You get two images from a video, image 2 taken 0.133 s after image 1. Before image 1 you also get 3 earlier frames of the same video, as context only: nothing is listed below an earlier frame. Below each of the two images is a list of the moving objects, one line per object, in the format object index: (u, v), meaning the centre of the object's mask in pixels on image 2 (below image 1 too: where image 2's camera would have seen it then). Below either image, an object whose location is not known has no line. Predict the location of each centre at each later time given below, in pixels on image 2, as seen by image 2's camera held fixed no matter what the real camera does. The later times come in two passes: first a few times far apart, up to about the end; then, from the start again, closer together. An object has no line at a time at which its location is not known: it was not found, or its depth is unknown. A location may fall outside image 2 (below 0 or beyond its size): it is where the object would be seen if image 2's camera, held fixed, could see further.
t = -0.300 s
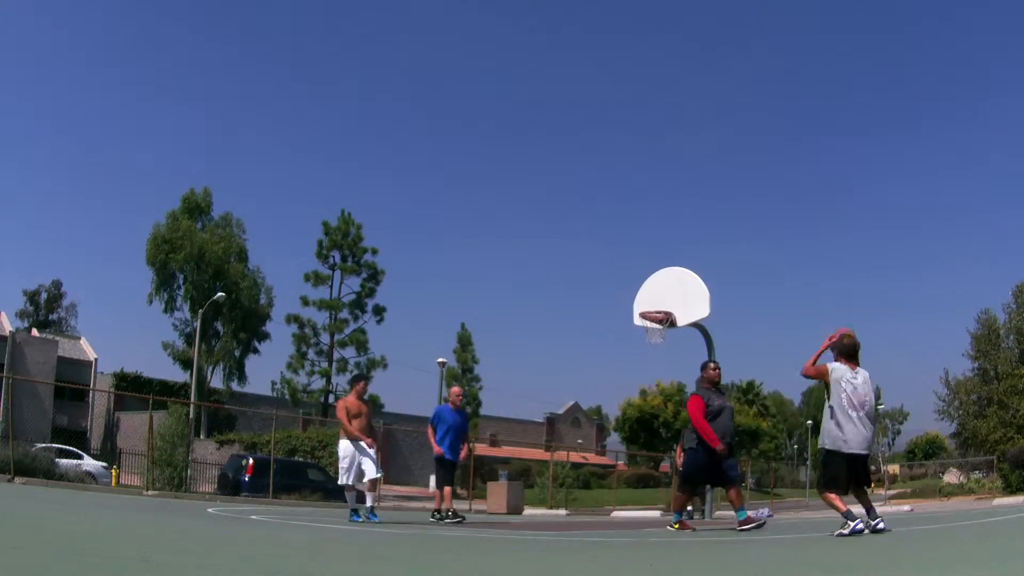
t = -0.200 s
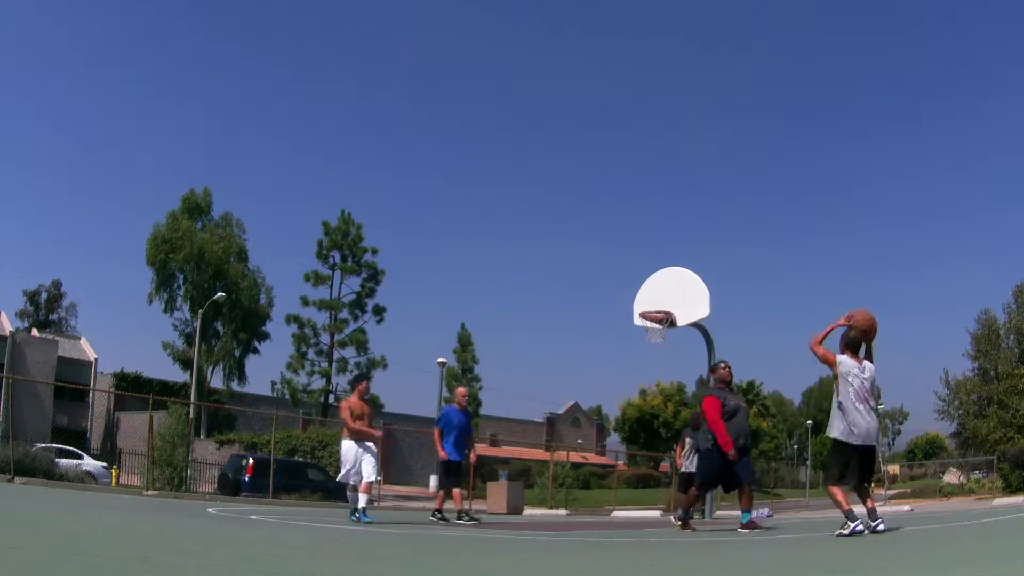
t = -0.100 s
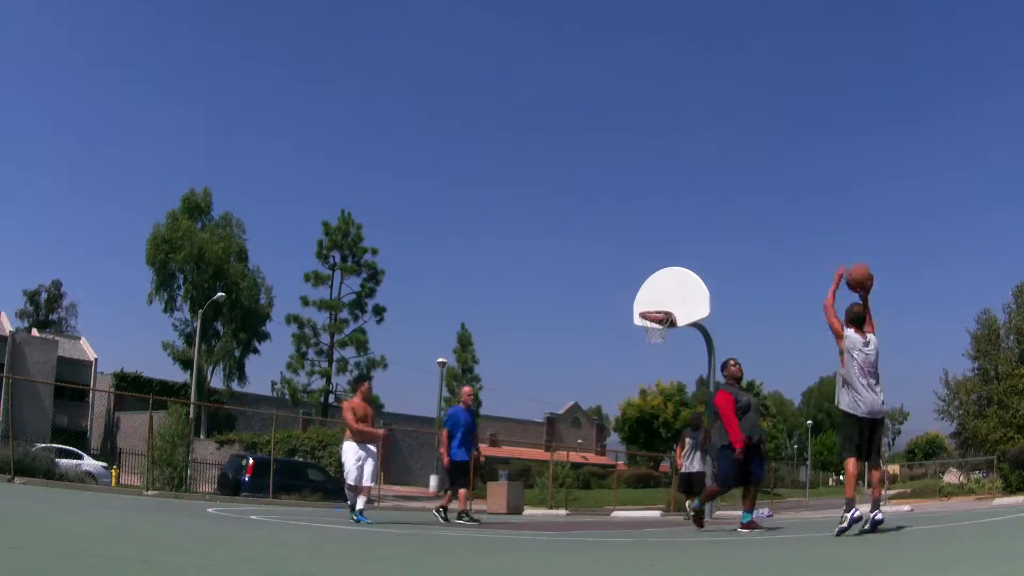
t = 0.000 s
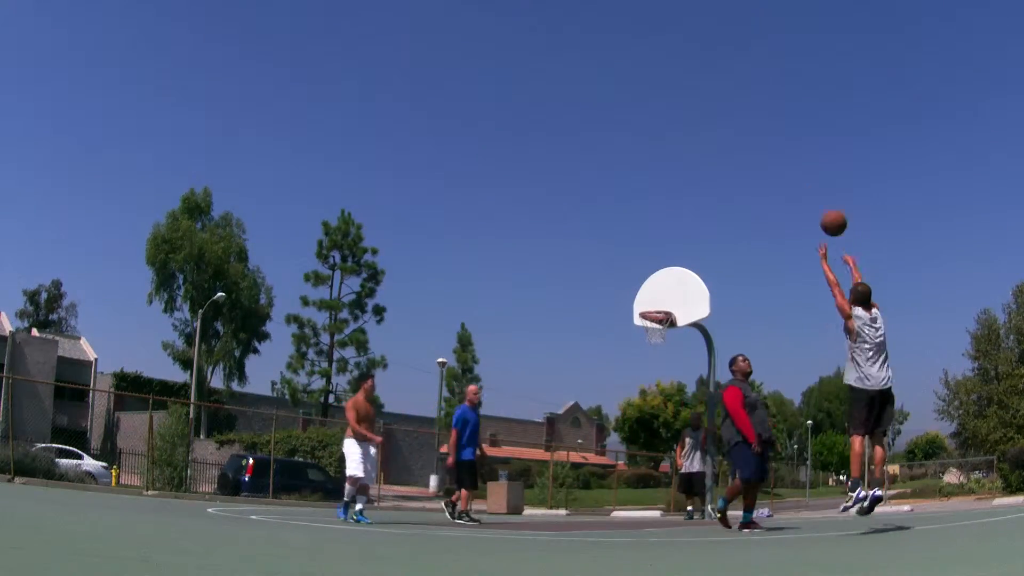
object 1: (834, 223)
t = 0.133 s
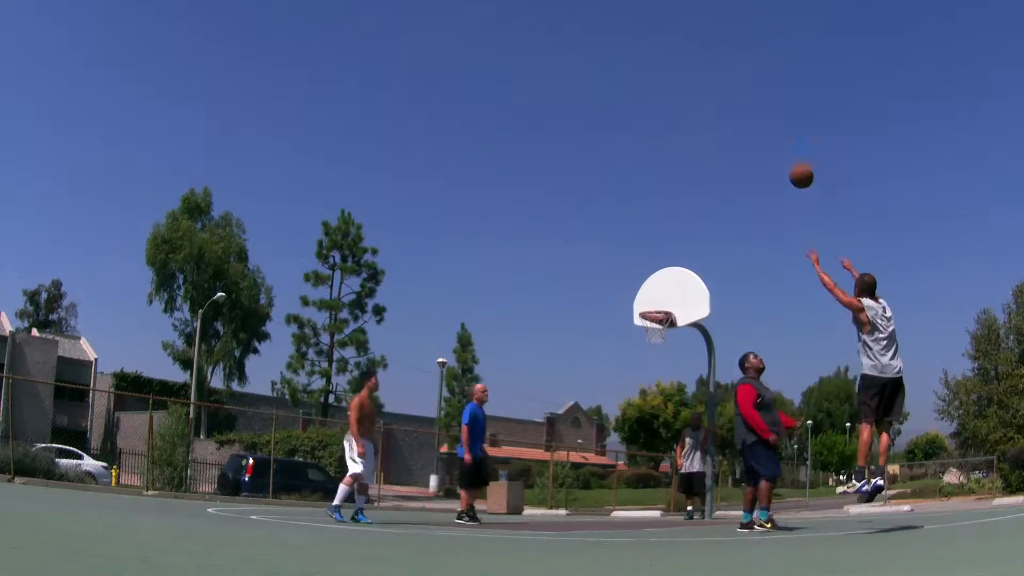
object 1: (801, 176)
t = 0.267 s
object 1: (775, 152)
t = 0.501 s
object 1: (738, 151)
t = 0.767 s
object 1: (707, 197)
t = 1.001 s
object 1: (684, 271)
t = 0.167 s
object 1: (794, 168)
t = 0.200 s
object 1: (787, 161)
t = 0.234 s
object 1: (781, 156)
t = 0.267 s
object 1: (775, 152)
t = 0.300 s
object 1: (769, 149)
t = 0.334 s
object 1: (763, 147)
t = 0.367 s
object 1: (758, 146)
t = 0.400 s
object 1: (752, 146)
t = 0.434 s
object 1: (747, 146)
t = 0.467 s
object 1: (743, 148)
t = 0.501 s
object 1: (738, 151)
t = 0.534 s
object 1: (734, 154)
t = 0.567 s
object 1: (730, 158)
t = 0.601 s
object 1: (726, 163)
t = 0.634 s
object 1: (722, 168)
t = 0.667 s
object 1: (718, 175)
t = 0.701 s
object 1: (715, 181)
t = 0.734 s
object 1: (711, 189)
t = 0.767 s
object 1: (707, 197)
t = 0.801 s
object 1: (704, 206)
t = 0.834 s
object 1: (700, 215)
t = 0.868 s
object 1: (697, 225)
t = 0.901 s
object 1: (694, 236)
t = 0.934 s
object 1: (691, 247)
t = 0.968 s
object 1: (688, 259)
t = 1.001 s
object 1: (684, 271)
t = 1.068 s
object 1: (678, 297)
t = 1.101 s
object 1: (675, 310)
